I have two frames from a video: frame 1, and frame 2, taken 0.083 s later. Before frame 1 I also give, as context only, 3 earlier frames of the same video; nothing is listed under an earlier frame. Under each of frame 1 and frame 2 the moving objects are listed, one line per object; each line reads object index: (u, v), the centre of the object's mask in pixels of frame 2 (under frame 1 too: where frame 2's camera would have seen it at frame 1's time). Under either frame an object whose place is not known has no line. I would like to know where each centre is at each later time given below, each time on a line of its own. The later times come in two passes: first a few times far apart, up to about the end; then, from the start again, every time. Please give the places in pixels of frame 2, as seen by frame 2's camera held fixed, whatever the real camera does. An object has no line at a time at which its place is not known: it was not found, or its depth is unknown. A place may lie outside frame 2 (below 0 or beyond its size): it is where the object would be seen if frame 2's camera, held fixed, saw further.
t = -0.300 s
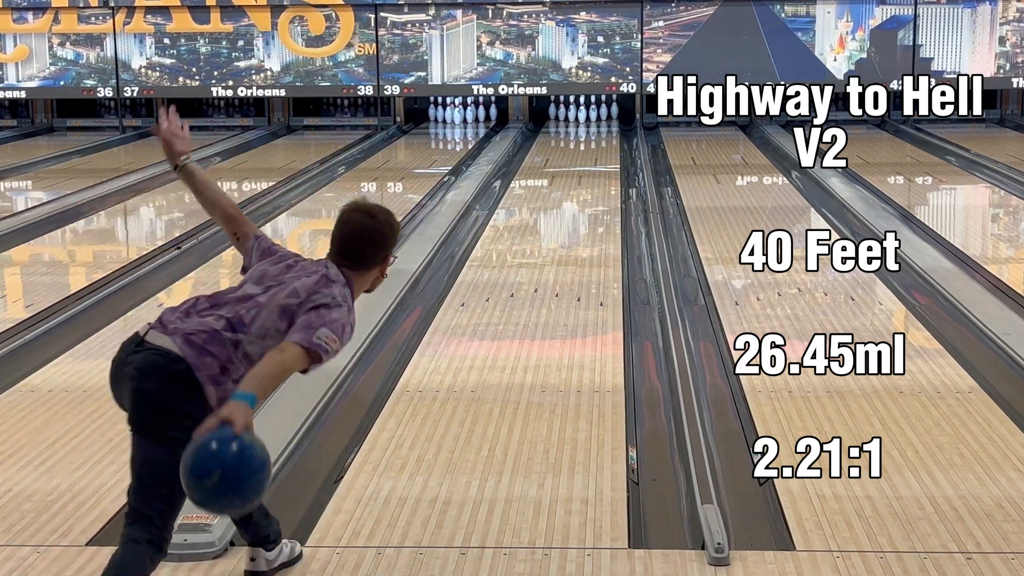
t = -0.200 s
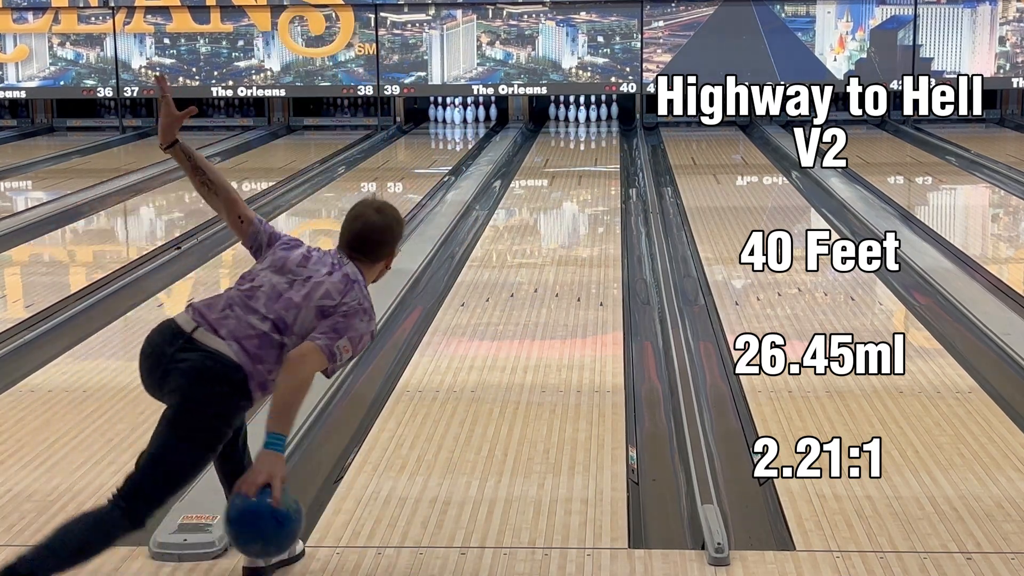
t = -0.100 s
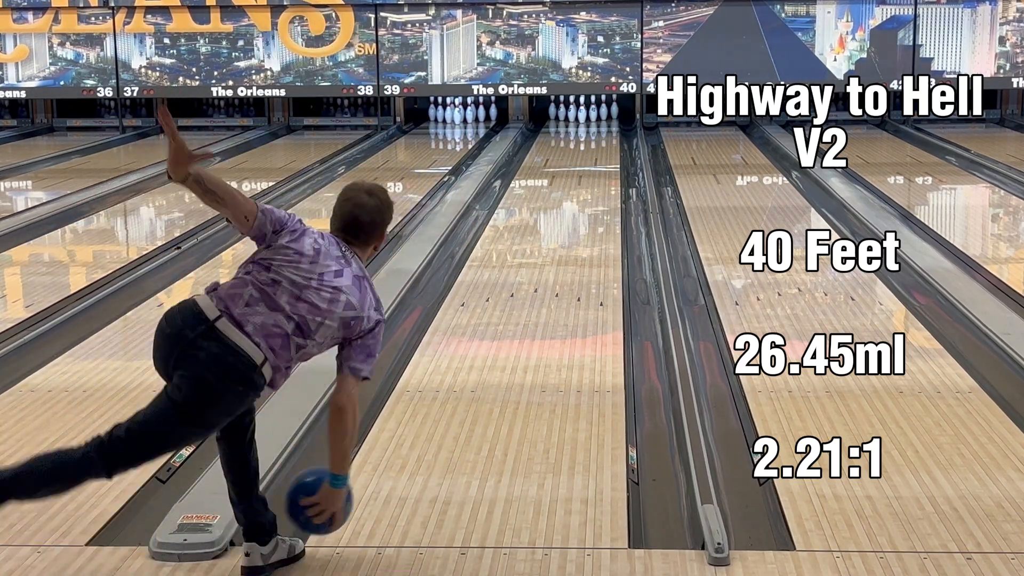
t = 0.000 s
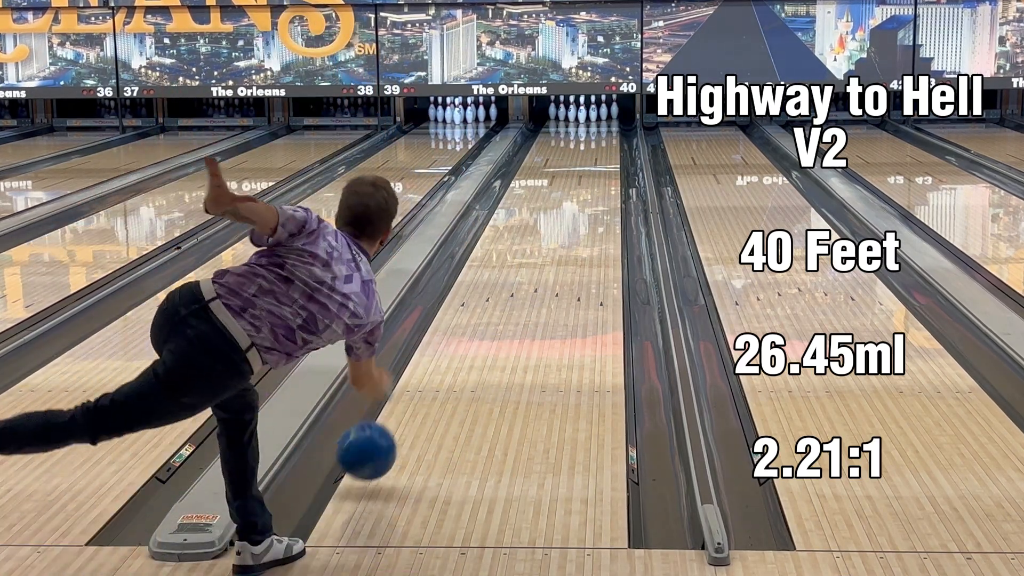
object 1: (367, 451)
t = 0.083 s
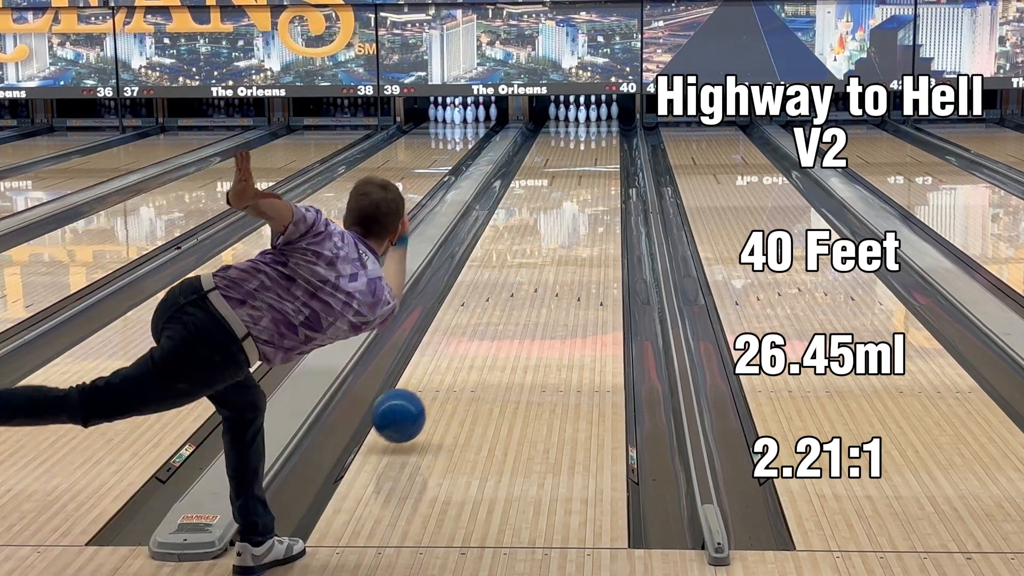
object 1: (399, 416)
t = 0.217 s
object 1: (439, 372)
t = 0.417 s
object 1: (483, 313)
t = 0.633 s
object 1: (517, 268)
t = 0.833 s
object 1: (540, 237)
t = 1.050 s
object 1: (559, 210)
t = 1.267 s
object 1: (574, 188)
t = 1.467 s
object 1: (584, 172)
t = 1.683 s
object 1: (593, 157)
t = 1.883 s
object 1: (599, 146)
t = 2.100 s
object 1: (600, 136)
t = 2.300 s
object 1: (598, 128)
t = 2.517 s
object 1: (592, 121)
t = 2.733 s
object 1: (585, 115)
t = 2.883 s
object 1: (577, 113)
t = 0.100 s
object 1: (405, 411)
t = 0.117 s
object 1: (410, 408)
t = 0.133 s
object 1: (415, 404)
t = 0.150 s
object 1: (420, 396)
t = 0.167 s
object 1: (425, 390)
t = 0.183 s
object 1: (430, 384)
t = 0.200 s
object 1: (435, 378)
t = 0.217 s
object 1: (439, 372)
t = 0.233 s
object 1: (443, 366)
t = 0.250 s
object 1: (447, 361)
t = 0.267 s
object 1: (452, 355)
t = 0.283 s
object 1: (455, 350)
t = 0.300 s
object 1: (459, 345)
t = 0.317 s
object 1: (463, 340)
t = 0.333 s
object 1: (466, 335)
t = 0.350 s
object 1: (470, 330)
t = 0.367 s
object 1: (473, 326)
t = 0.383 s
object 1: (477, 321)
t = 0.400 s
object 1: (480, 317)
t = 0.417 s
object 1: (483, 313)
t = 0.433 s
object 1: (486, 309)
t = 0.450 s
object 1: (489, 305)
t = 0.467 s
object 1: (492, 301)
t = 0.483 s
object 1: (495, 298)
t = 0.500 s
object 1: (497, 294)
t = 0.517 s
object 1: (500, 291)
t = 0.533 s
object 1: (503, 287)
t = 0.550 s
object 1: (505, 284)
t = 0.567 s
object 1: (507, 281)
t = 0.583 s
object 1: (510, 278)
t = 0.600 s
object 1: (512, 274)
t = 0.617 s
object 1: (514, 271)
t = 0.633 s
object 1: (517, 268)
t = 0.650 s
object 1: (519, 265)
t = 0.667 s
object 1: (521, 262)
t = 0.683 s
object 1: (523, 260)
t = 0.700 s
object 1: (525, 257)
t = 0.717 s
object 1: (527, 254)
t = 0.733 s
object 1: (529, 251)
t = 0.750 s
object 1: (531, 249)
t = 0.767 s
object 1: (533, 246)
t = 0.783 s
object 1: (534, 244)
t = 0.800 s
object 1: (536, 241)
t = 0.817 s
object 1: (538, 239)
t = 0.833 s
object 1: (540, 237)
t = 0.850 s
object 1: (541, 234)
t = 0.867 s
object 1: (543, 232)
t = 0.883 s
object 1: (545, 230)
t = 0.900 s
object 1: (546, 228)
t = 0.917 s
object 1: (547, 225)
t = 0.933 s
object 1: (549, 223)
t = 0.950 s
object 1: (551, 221)
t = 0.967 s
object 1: (552, 219)
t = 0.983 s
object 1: (554, 217)
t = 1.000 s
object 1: (555, 215)
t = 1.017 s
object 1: (556, 214)
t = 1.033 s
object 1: (557, 212)
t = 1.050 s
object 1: (559, 210)
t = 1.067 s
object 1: (560, 208)
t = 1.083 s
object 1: (561, 206)
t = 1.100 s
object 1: (562, 204)
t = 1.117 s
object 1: (564, 203)
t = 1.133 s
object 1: (565, 201)
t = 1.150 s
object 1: (566, 199)
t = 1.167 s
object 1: (567, 197)
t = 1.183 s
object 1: (568, 196)
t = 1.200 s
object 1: (569, 194)
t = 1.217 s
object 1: (571, 193)
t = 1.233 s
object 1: (571, 191)
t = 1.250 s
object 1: (572, 190)
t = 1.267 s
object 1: (574, 188)
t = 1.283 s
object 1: (575, 187)
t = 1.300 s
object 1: (576, 185)
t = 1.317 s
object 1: (577, 184)
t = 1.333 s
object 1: (577, 183)
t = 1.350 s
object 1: (579, 181)
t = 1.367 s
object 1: (579, 180)
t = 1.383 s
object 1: (580, 178)
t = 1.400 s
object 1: (581, 177)
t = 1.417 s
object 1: (582, 176)
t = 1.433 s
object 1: (583, 175)
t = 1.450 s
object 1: (583, 173)
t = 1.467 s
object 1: (584, 172)
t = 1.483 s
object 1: (585, 171)
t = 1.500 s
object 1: (586, 170)
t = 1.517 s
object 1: (586, 168)
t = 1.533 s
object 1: (587, 167)
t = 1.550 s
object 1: (588, 166)
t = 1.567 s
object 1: (589, 165)
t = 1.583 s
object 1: (589, 164)
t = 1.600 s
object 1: (590, 163)
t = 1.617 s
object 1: (591, 161)
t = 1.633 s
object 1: (591, 161)
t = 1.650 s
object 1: (592, 160)
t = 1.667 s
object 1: (593, 159)
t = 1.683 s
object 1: (593, 157)
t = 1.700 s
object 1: (594, 156)
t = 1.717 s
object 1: (594, 156)
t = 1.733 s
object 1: (595, 155)
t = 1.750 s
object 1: (595, 154)
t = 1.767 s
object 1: (596, 153)
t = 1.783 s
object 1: (596, 152)
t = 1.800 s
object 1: (597, 151)
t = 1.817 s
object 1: (597, 150)
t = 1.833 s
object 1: (598, 149)
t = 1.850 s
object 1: (598, 149)
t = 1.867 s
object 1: (599, 147)
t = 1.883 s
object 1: (599, 146)
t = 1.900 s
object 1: (599, 146)
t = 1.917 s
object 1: (599, 145)
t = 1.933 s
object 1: (599, 144)
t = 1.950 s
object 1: (599, 143)
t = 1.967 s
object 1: (600, 142)
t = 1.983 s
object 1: (600, 141)
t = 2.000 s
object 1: (600, 141)
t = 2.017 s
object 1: (600, 140)
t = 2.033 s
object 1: (600, 139)
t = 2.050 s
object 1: (600, 138)
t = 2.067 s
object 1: (600, 138)
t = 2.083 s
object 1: (600, 137)
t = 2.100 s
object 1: (600, 136)
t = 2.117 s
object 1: (600, 136)
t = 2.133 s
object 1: (600, 134)
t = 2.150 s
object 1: (600, 134)
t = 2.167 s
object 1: (600, 133)
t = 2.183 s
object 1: (599, 133)
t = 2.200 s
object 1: (599, 132)
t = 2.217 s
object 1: (599, 132)
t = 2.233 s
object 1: (599, 131)
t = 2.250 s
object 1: (598, 130)
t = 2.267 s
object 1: (598, 130)
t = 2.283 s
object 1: (598, 129)
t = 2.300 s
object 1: (598, 128)
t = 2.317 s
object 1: (598, 128)
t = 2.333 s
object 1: (597, 127)
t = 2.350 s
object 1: (597, 127)
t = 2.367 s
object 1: (597, 126)
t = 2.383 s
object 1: (596, 125)
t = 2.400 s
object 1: (596, 125)
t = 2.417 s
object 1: (596, 124)
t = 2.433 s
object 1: (595, 124)
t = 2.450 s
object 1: (595, 123)
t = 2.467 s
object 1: (594, 123)
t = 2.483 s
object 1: (594, 122)
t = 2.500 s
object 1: (593, 122)
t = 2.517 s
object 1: (592, 121)
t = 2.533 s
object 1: (592, 121)
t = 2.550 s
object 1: (591, 120)
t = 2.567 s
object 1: (590, 119)
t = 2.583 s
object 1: (590, 119)
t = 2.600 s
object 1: (589, 119)
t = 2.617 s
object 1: (588, 118)
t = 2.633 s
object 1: (587, 118)
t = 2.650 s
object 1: (586, 117)
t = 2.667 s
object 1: (586, 117)
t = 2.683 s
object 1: (585, 116)
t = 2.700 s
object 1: (585, 116)
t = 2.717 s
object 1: (585, 116)
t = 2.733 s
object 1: (585, 115)
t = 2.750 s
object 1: (585, 115)
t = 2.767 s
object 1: (584, 114)
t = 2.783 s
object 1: (583, 115)
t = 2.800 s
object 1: (582, 114)
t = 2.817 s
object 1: (581, 114)
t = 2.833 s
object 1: (580, 114)
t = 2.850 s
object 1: (579, 113)
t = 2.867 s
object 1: (578, 113)
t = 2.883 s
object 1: (577, 113)
